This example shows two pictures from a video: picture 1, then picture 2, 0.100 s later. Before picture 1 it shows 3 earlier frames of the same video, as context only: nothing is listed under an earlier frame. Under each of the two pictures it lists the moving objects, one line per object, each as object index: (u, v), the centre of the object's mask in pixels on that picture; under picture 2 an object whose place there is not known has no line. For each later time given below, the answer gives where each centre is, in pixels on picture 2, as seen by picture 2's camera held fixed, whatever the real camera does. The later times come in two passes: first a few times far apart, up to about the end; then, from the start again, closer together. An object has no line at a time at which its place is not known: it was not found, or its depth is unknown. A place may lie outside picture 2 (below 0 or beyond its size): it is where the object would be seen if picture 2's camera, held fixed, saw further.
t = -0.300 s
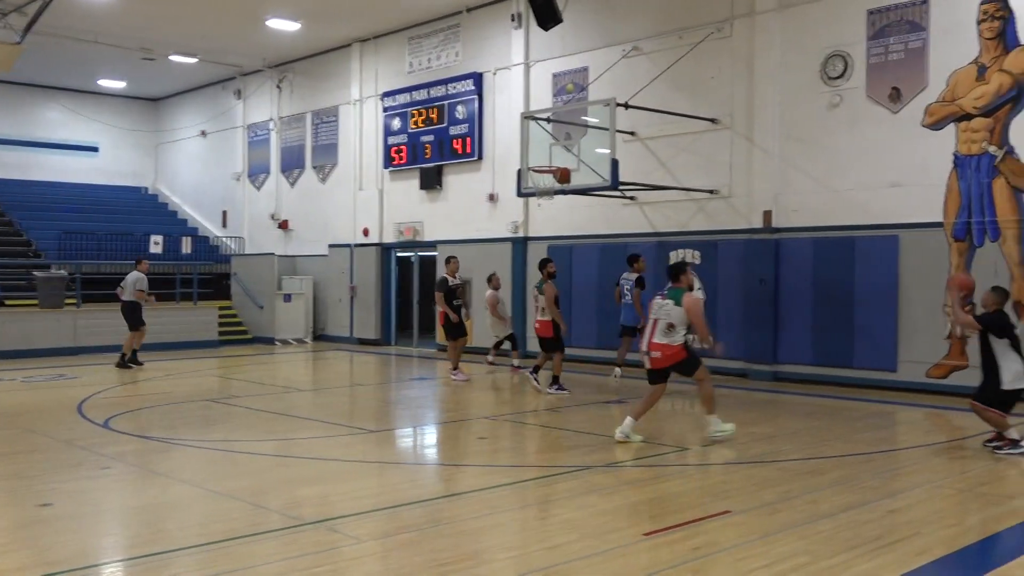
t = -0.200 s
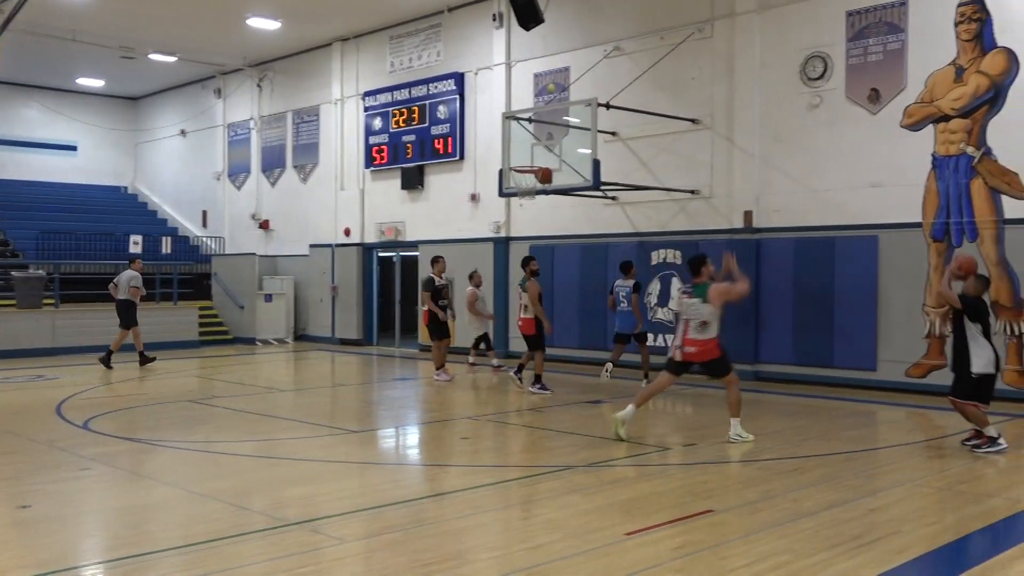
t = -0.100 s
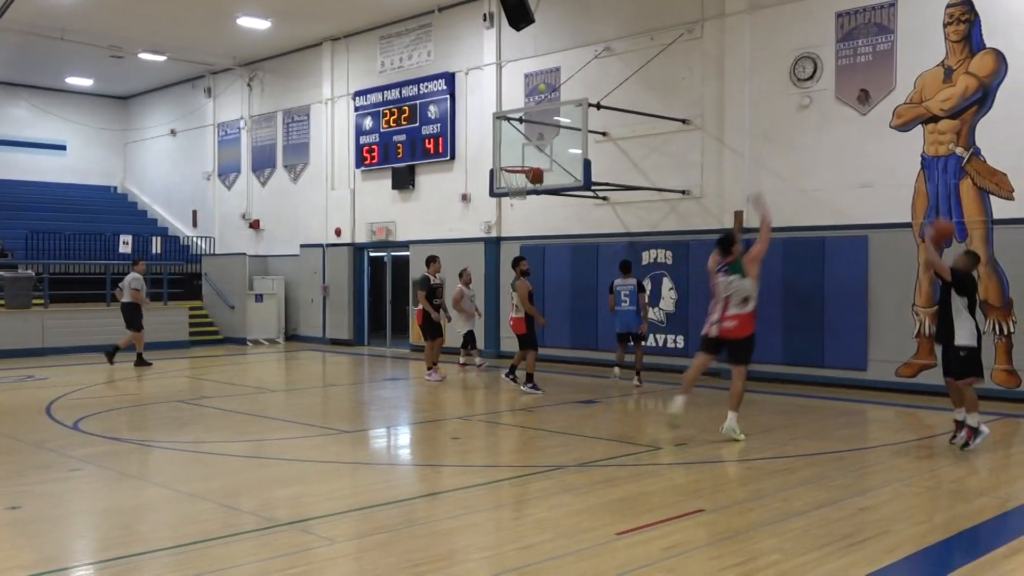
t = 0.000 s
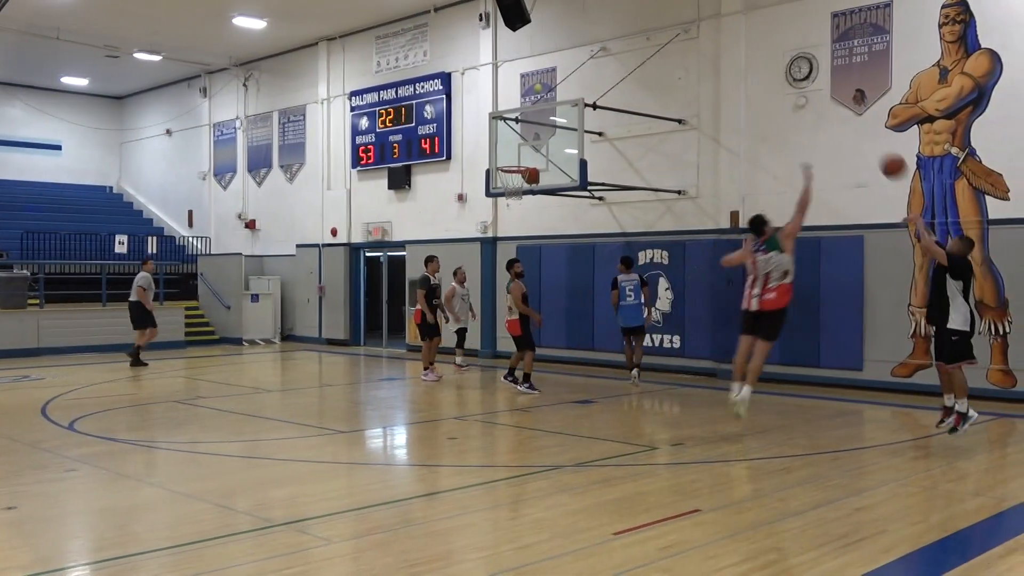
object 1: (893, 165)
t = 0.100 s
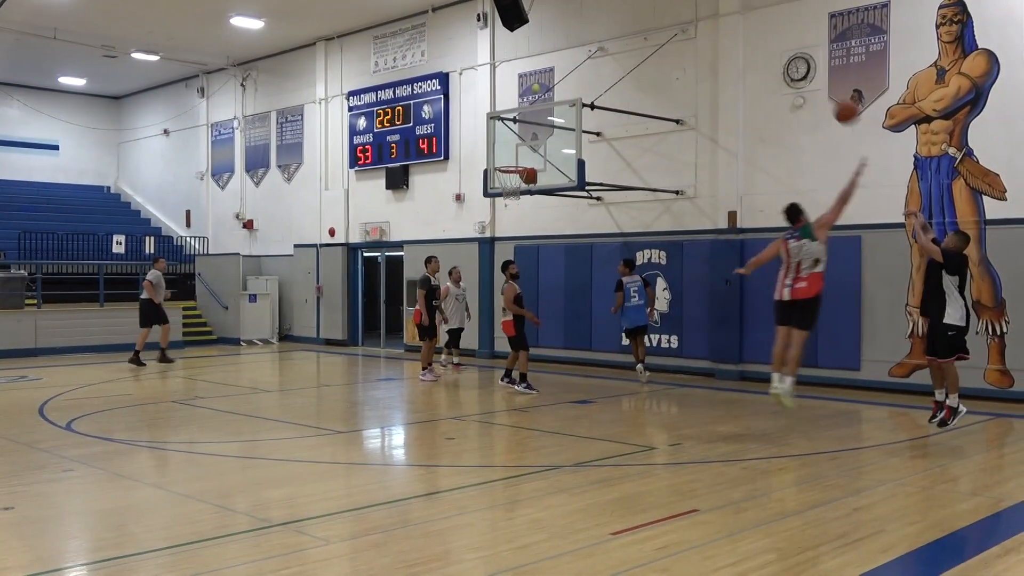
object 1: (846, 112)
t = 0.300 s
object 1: (766, 42)
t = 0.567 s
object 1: (677, 13)
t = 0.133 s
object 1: (831, 97)
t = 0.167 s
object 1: (818, 84)
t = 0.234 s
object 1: (791, 60)
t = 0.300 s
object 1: (766, 42)
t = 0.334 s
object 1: (754, 34)
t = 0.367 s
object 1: (742, 28)
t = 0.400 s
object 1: (731, 23)
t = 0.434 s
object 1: (719, 19)
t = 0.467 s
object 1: (708, 16)
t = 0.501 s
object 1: (698, 14)
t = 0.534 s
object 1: (687, 13)
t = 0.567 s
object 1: (677, 13)
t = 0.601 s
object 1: (667, 14)
